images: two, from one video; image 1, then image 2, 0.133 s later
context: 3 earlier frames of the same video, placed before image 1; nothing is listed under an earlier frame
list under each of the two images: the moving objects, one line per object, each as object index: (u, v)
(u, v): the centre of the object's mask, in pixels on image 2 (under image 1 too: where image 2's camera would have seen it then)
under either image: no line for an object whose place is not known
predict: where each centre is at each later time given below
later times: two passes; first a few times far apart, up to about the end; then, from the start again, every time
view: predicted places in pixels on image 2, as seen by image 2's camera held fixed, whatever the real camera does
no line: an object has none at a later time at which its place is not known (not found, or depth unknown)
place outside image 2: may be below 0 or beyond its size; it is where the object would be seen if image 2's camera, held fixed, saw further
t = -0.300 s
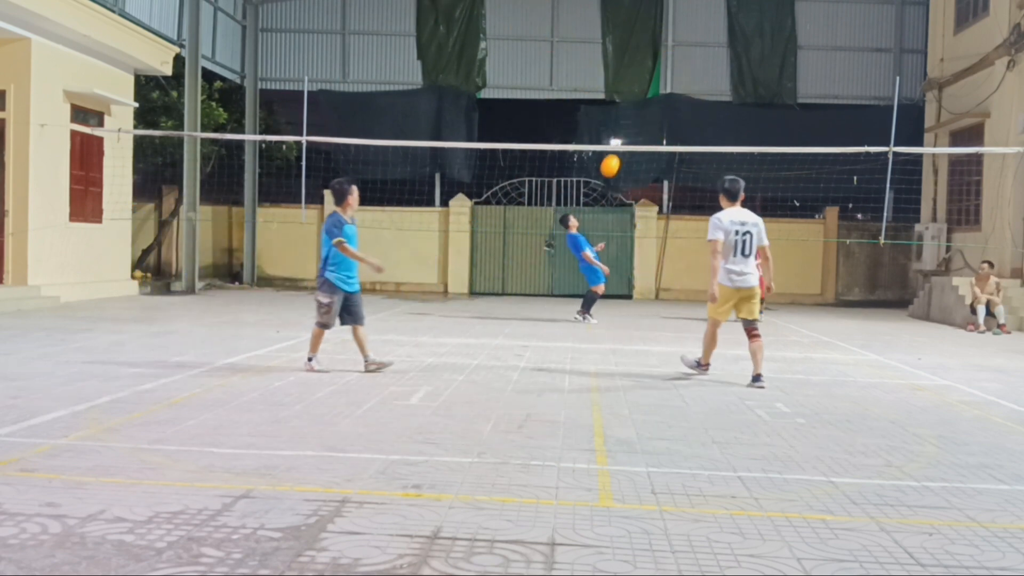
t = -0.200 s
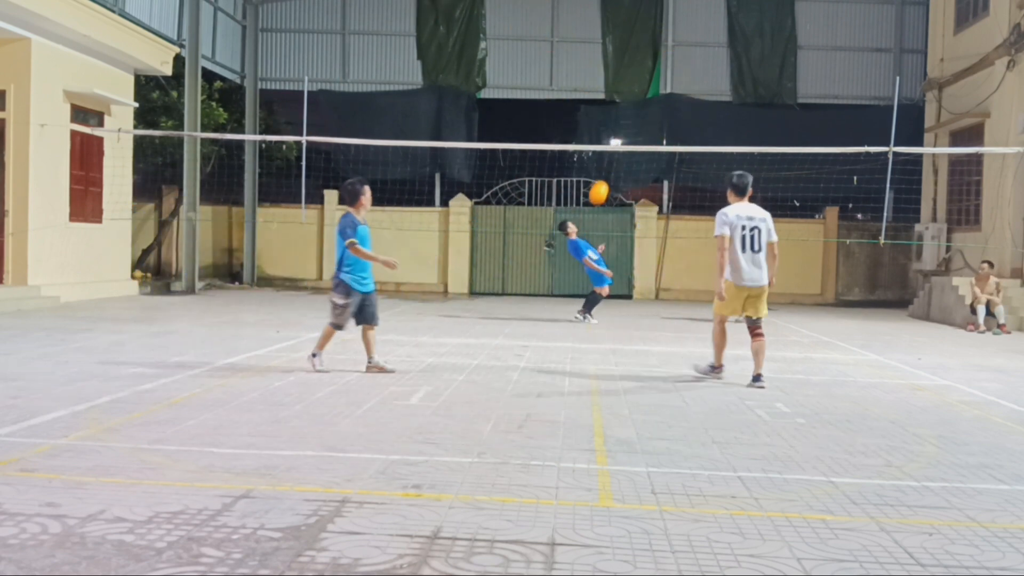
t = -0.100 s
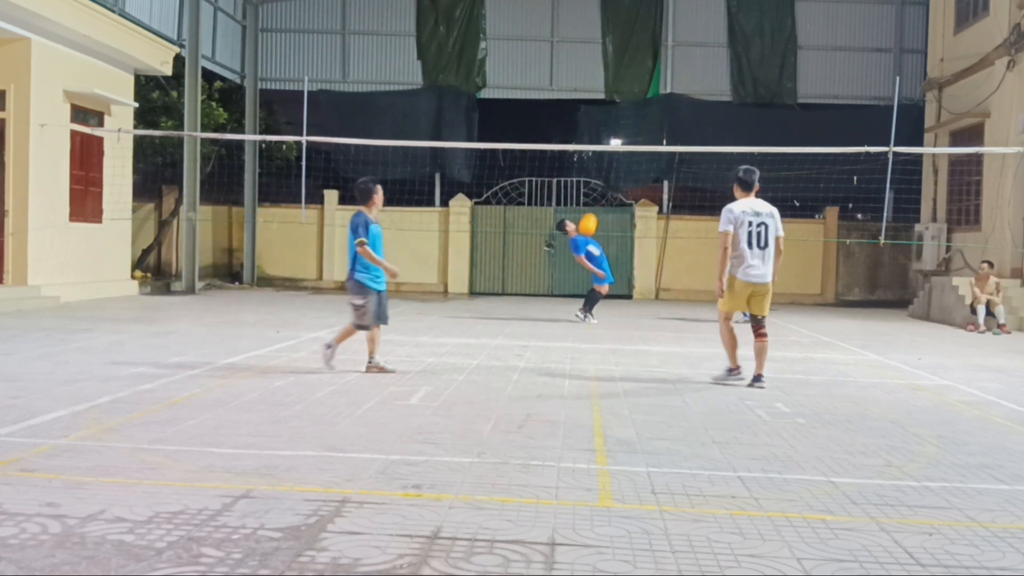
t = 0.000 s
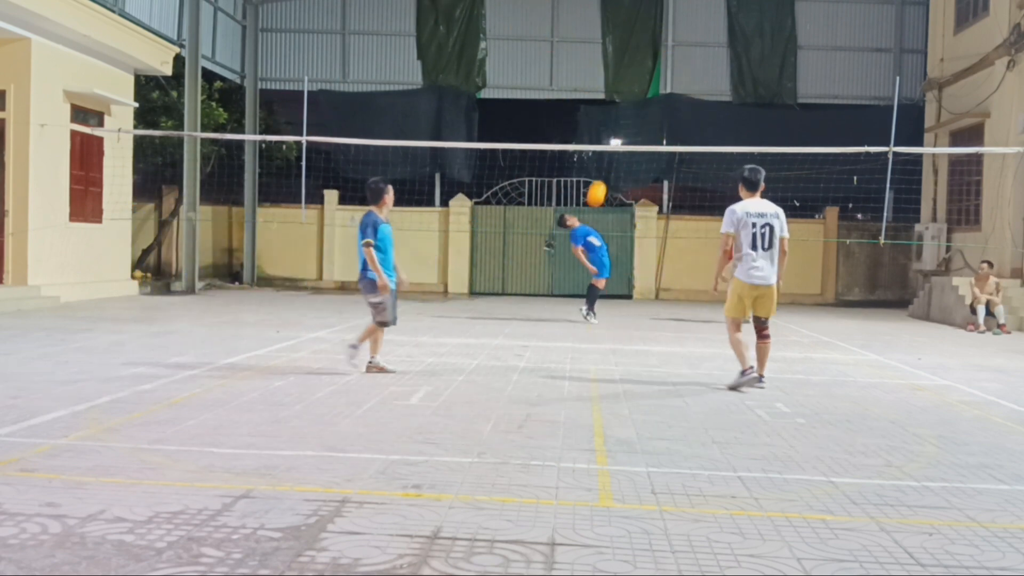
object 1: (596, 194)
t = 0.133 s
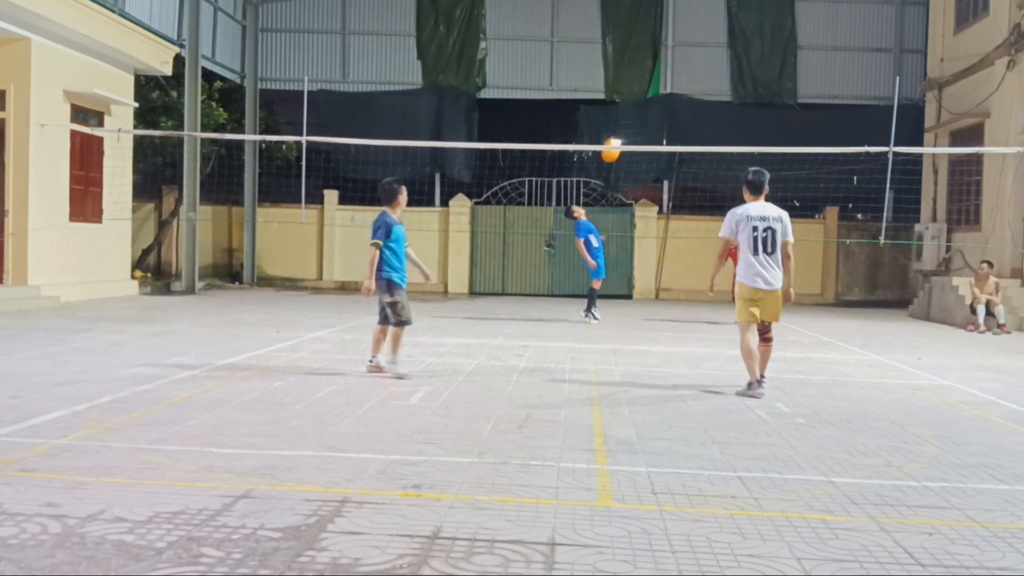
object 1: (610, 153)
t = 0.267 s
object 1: (626, 117)
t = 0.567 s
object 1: (657, 90)
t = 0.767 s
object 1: (676, 107)
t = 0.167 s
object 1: (616, 137)
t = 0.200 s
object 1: (619, 131)
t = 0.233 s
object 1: (622, 125)
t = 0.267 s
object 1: (626, 117)
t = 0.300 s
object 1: (630, 111)
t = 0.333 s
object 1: (633, 106)
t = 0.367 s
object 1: (637, 101)
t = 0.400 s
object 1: (640, 97)
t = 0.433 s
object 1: (644, 94)
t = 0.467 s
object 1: (647, 92)
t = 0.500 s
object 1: (650, 90)
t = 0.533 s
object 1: (654, 89)
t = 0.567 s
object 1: (657, 90)
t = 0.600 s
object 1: (660, 91)
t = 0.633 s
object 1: (664, 92)
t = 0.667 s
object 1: (667, 95)
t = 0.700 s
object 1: (670, 98)
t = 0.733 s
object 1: (673, 103)
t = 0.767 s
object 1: (676, 107)
